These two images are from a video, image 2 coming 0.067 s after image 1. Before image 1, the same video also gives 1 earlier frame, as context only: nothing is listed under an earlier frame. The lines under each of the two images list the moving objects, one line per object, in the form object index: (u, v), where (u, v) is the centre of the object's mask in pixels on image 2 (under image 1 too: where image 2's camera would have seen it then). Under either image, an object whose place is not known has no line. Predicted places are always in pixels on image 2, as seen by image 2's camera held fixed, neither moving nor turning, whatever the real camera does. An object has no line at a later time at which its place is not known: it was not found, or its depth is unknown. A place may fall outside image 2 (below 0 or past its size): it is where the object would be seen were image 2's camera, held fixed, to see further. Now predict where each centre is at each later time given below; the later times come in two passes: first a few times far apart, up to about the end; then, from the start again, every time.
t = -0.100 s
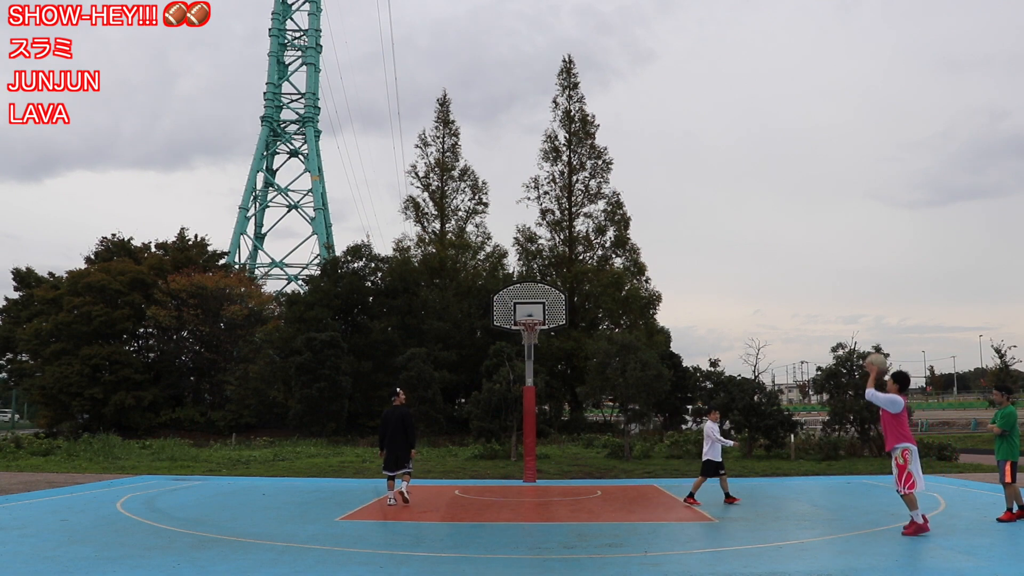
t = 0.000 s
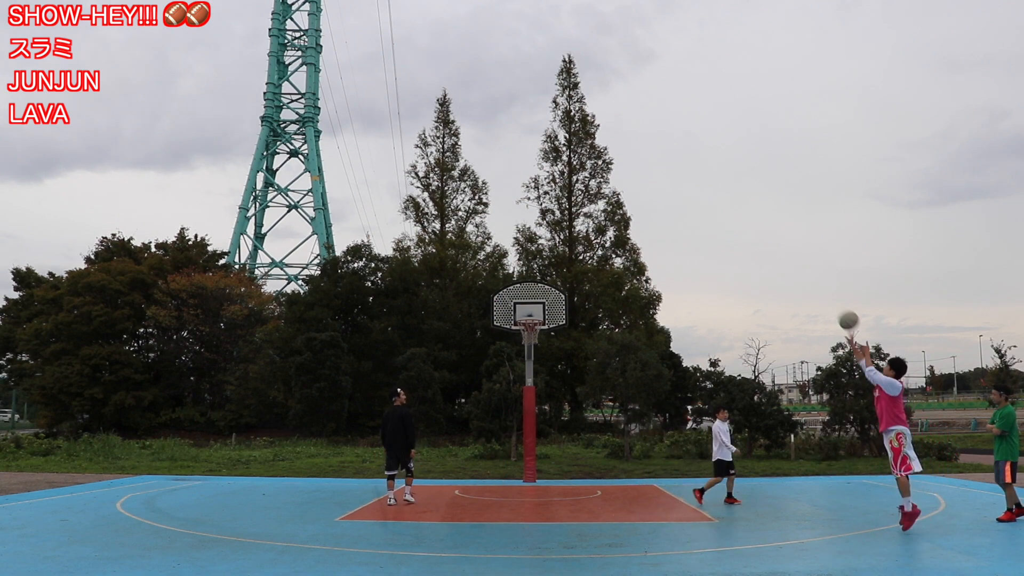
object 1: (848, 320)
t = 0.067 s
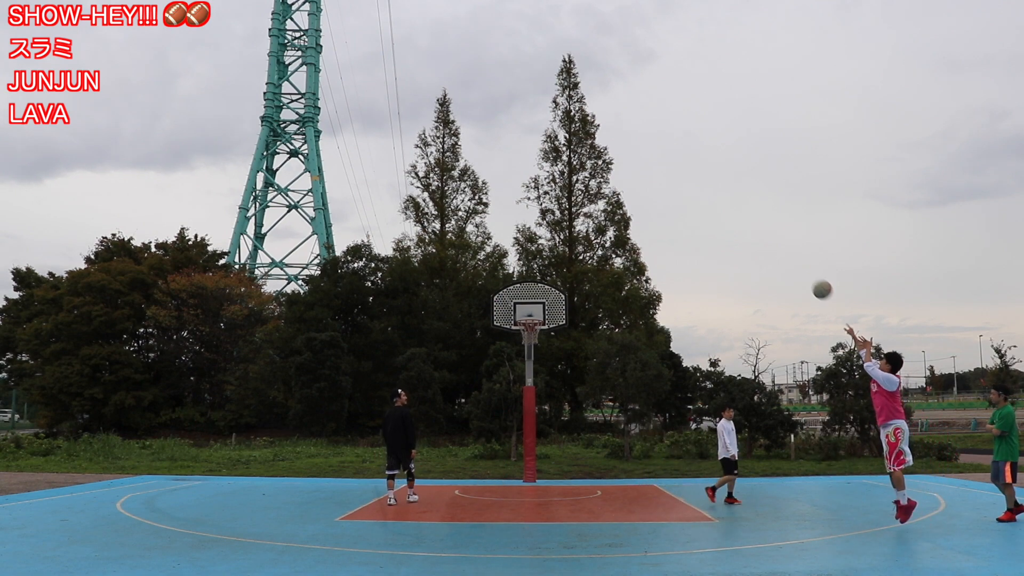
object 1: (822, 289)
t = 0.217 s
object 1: (768, 238)
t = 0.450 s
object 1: (699, 198)
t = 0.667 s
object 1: (646, 194)
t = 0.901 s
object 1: (599, 219)
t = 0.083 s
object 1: (816, 283)
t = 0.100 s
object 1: (809, 276)
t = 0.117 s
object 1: (803, 270)
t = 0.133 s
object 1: (797, 264)
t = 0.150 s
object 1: (791, 258)
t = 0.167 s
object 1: (786, 253)
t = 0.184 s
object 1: (780, 247)
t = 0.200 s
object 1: (774, 243)
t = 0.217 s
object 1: (768, 238)
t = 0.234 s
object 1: (763, 234)
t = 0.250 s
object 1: (758, 229)
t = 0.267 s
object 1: (752, 226)
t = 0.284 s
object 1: (747, 222)
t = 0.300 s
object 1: (742, 219)
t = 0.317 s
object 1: (737, 215)
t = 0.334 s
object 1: (732, 212)
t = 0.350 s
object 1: (727, 210)
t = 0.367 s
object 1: (722, 207)
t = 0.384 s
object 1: (717, 205)
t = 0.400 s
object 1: (713, 203)
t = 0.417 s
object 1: (708, 201)
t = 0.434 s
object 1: (704, 199)
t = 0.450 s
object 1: (699, 198)
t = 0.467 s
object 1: (695, 196)
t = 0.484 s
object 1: (690, 195)
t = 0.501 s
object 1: (686, 194)
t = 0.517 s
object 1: (682, 194)
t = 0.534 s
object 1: (678, 193)
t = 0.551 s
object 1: (673, 193)
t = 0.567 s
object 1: (669, 192)
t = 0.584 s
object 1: (665, 192)
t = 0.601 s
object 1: (661, 192)
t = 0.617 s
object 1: (657, 193)
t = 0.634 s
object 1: (654, 193)
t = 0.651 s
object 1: (650, 194)
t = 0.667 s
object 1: (646, 194)
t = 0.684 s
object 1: (642, 195)
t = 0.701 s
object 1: (639, 196)
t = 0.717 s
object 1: (635, 197)
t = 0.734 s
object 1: (632, 199)
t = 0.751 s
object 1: (628, 200)
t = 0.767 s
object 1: (625, 202)
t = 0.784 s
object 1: (621, 203)
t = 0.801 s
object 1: (617, 206)
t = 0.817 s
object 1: (615, 207)
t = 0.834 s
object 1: (611, 210)
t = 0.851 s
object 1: (608, 212)
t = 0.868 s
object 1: (605, 215)
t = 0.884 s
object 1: (602, 216)
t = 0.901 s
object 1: (599, 219)
